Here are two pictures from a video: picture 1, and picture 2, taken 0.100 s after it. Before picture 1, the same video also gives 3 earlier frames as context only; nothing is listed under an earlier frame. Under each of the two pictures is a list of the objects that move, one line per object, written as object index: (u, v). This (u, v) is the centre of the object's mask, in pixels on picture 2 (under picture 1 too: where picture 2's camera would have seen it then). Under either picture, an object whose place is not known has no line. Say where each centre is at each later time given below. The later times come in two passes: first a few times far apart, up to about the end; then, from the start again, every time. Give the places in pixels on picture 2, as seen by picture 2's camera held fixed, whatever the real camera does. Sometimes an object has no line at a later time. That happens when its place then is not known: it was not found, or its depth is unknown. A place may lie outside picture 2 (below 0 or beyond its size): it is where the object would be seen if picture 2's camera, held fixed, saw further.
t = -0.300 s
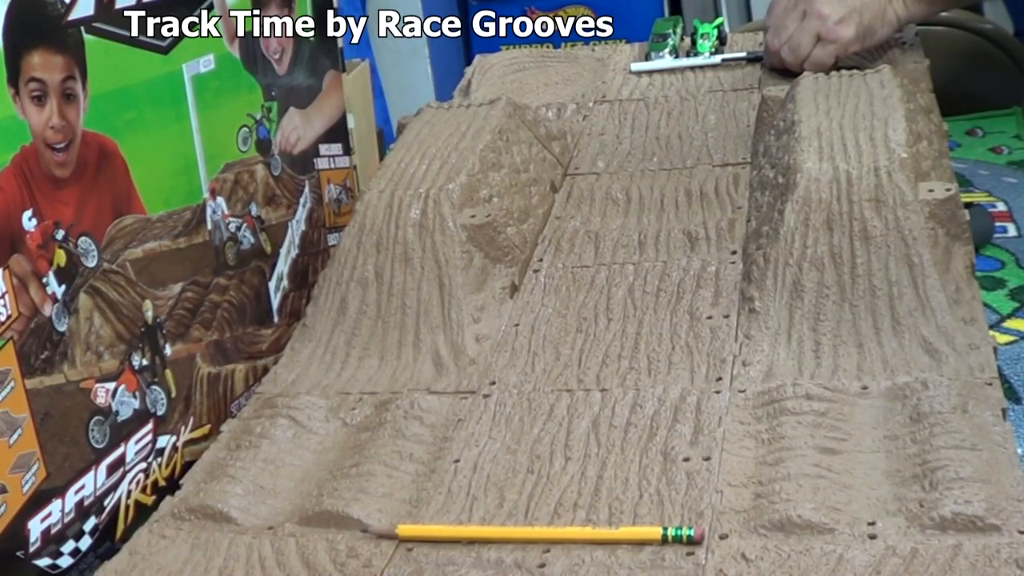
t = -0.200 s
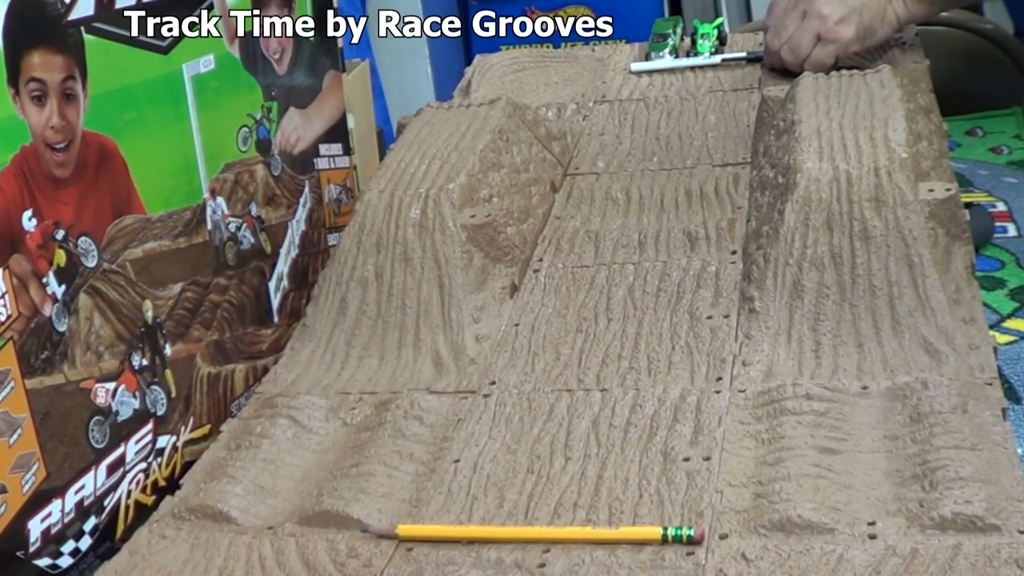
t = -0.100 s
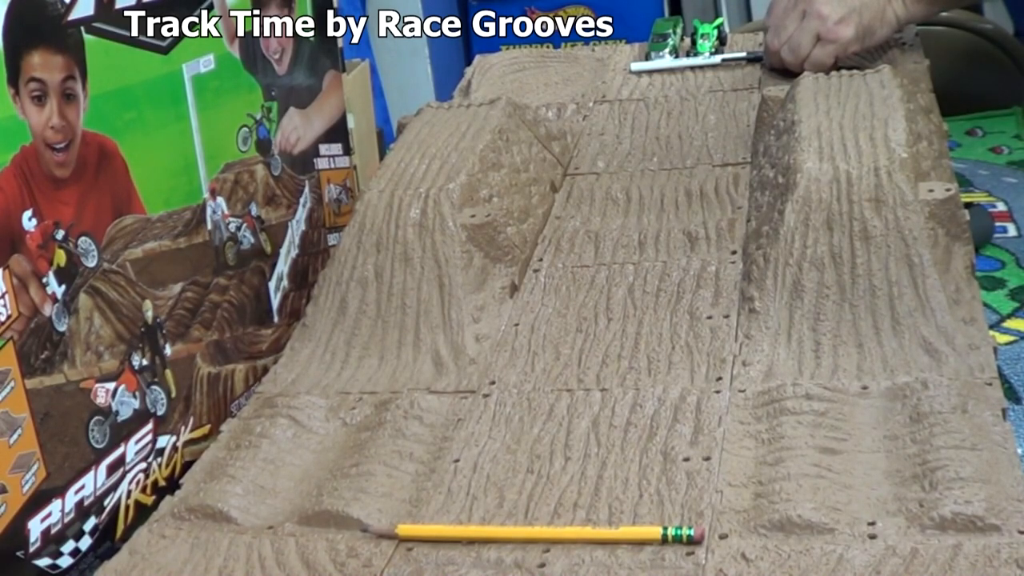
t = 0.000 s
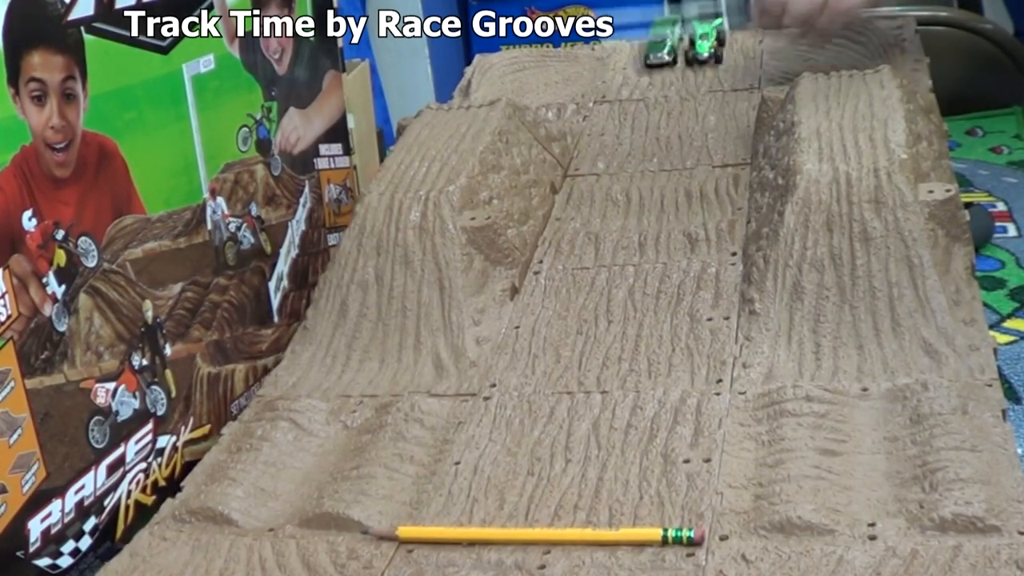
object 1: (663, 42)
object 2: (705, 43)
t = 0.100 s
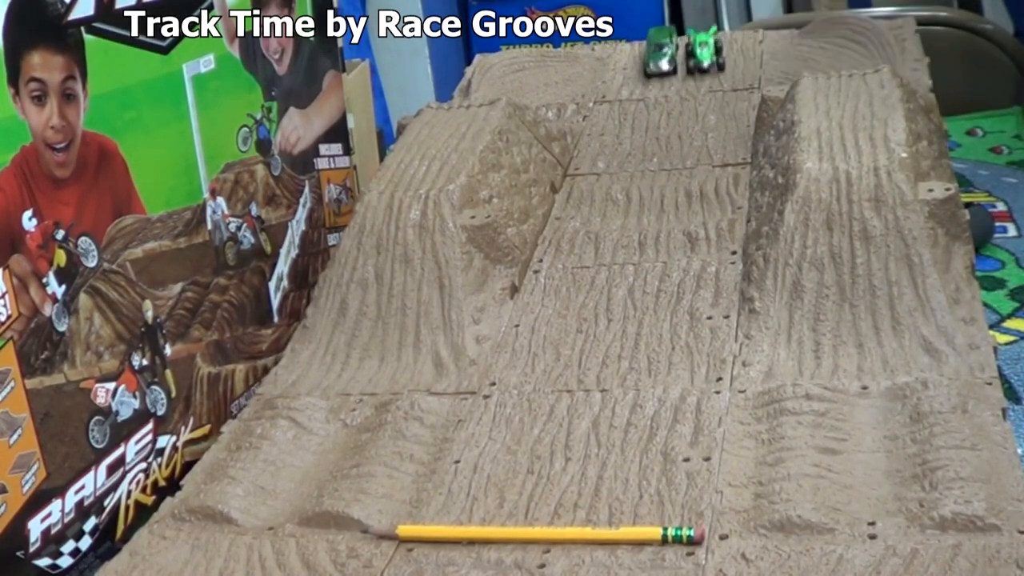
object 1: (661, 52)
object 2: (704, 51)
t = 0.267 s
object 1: (656, 72)
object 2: (708, 74)
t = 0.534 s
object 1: (636, 136)
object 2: (704, 137)
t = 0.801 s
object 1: (613, 212)
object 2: (683, 206)
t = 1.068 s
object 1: (546, 337)
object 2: (687, 212)
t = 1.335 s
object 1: (478, 519)
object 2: (687, 212)
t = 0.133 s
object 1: (660, 55)
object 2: (703, 55)
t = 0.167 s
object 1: (658, 60)
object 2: (703, 59)
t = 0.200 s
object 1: (658, 63)
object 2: (704, 63)
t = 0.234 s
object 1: (657, 68)
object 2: (706, 68)
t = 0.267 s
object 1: (656, 72)
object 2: (708, 74)
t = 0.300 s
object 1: (656, 78)
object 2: (711, 79)
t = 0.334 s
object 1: (653, 85)
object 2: (713, 85)
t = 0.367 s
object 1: (650, 91)
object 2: (714, 92)
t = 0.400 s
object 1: (646, 100)
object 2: (714, 100)
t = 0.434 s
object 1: (642, 109)
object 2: (714, 109)
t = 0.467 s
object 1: (638, 118)
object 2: (712, 117)
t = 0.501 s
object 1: (638, 128)
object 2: (708, 126)
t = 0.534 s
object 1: (636, 136)
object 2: (704, 137)
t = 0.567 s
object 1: (635, 151)
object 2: (703, 147)
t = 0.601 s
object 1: (634, 155)
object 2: (702, 153)
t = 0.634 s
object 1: (639, 161)
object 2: (698, 165)
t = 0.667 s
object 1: (640, 171)
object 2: (693, 178)
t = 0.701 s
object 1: (638, 182)
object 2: (692, 187)
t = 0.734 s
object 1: (633, 190)
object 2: (687, 188)
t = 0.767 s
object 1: (622, 201)
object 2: (681, 199)
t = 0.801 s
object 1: (613, 212)
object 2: (683, 206)
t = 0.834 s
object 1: (606, 216)
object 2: (686, 209)
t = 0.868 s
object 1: (600, 224)
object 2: (687, 211)
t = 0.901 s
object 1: (595, 241)
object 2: (685, 211)
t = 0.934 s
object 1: (589, 261)
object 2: (685, 211)
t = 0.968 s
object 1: (577, 279)
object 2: (686, 212)
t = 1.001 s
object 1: (567, 298)
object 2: (687, 212)
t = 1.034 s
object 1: (556, 320)
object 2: (686, 212)
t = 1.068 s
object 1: (546, 337)
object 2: (687, 212)
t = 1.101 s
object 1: (534, 361)
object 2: (687, 212)
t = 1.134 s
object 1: (525, 385)
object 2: (687, 212)
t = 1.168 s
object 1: (516, 406)
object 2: (687, 212)
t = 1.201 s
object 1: (505, 433)
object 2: (687, 212)
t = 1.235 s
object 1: (495, 459)
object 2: (687, 212)
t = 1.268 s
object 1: (488, 479)
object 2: (687, 212)
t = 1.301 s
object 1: (479, 499)
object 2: (687, 212)
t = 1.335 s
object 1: (478, 519)
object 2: (687, 212)
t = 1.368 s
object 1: (477, 528)
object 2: (687, 212)
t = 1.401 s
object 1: (476, 535)
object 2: (687, 212)
